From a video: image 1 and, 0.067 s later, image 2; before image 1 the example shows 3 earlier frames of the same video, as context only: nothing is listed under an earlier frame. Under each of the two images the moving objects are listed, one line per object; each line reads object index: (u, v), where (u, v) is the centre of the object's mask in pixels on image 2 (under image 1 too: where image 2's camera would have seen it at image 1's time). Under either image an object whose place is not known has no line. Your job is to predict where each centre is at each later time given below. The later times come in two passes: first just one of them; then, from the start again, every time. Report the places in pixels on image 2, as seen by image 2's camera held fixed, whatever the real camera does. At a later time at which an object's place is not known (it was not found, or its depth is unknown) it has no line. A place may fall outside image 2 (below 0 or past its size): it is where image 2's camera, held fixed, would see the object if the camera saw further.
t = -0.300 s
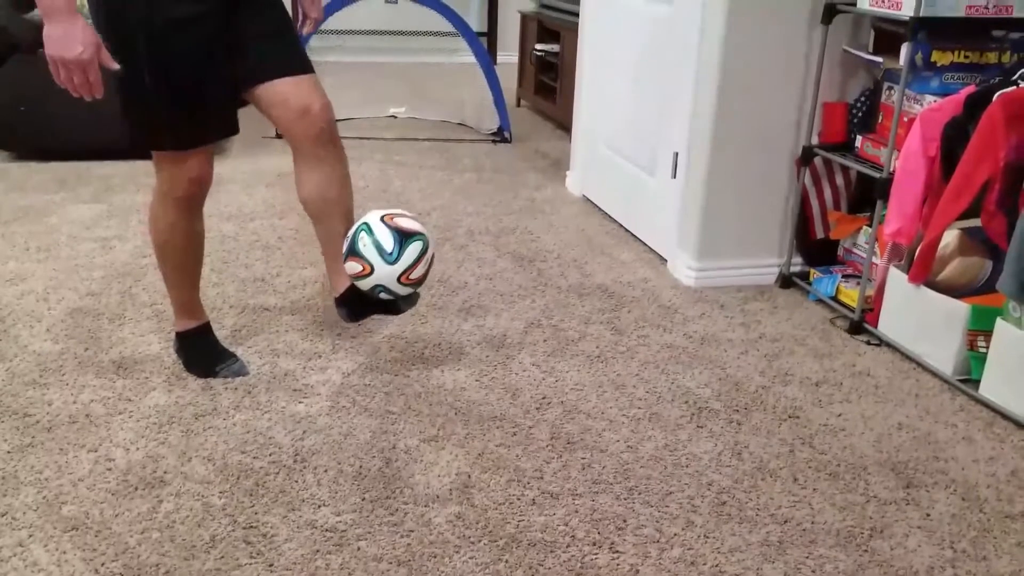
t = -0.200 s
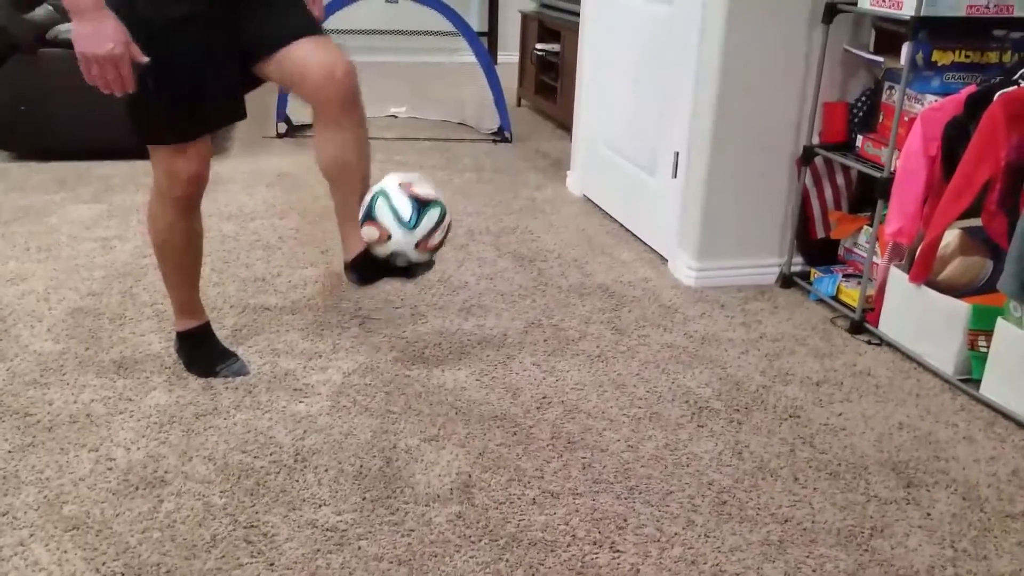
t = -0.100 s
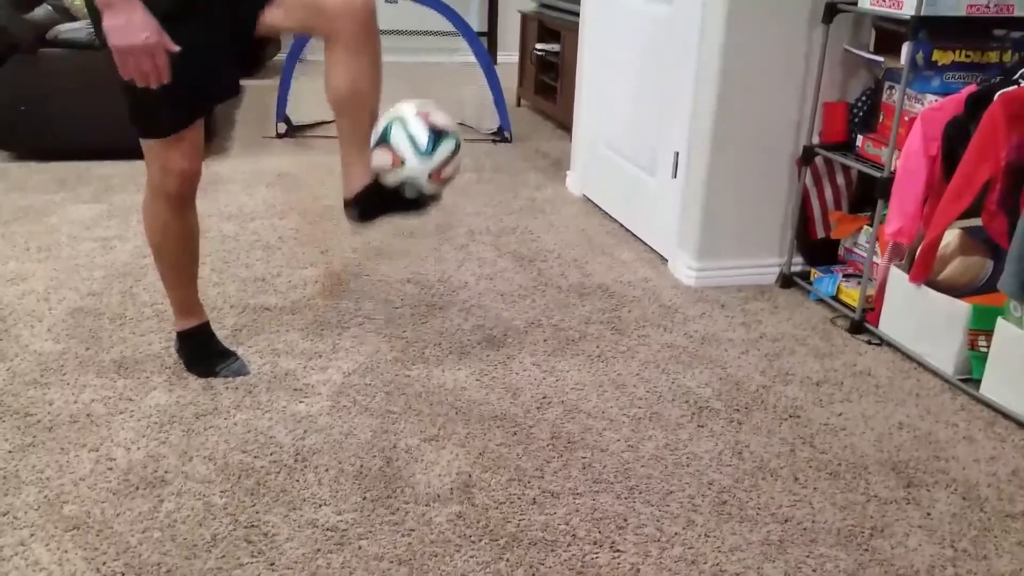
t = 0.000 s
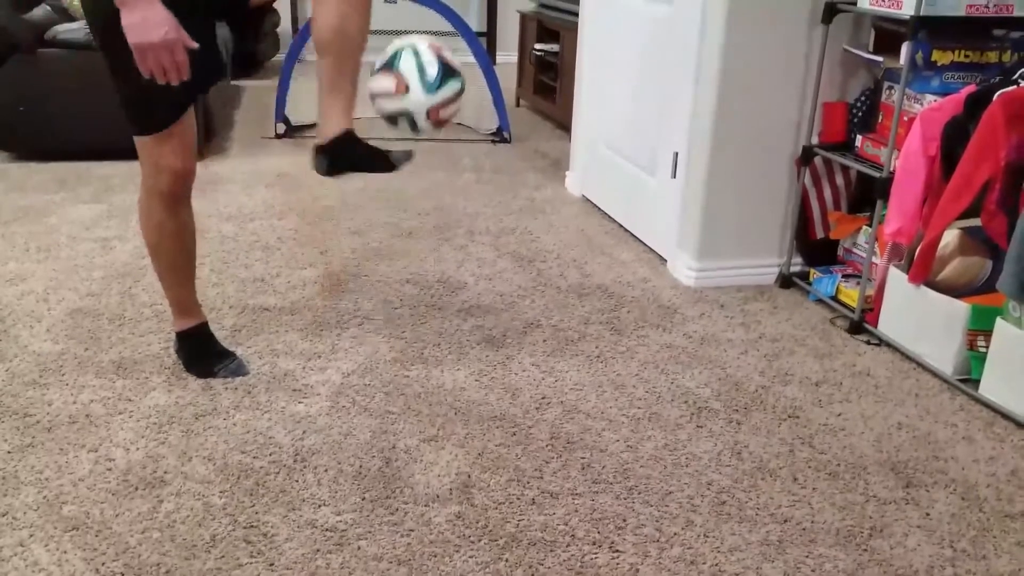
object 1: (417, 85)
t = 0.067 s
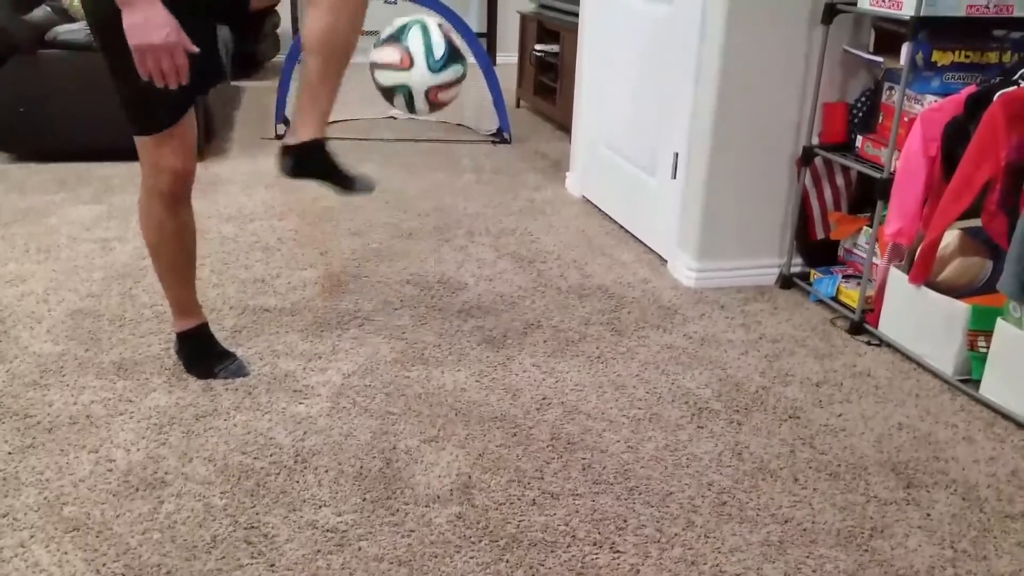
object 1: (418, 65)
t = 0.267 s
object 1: (420, 115)
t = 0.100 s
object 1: (418, 61)
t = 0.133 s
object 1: (419, 62)
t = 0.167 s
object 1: (419, 69)
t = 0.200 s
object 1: (419, 79)
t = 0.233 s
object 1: (420, 95)
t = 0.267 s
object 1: (420, 115)
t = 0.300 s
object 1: (421, 141)
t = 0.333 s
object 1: (420, 171)
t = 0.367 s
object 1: (421, 206)
